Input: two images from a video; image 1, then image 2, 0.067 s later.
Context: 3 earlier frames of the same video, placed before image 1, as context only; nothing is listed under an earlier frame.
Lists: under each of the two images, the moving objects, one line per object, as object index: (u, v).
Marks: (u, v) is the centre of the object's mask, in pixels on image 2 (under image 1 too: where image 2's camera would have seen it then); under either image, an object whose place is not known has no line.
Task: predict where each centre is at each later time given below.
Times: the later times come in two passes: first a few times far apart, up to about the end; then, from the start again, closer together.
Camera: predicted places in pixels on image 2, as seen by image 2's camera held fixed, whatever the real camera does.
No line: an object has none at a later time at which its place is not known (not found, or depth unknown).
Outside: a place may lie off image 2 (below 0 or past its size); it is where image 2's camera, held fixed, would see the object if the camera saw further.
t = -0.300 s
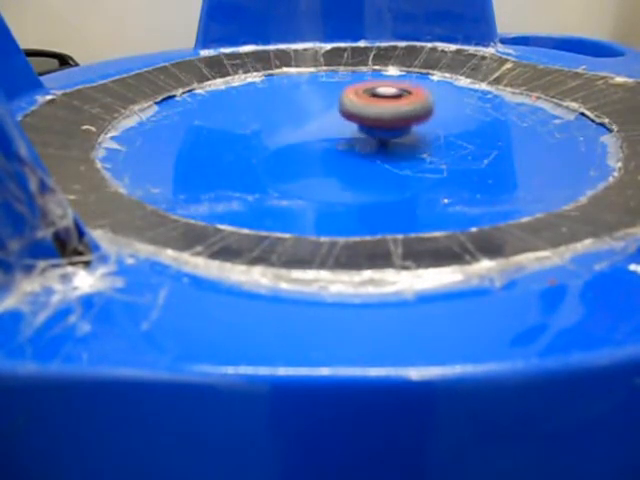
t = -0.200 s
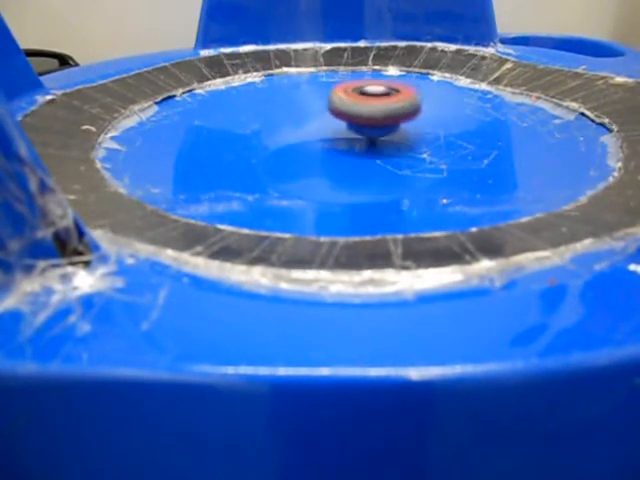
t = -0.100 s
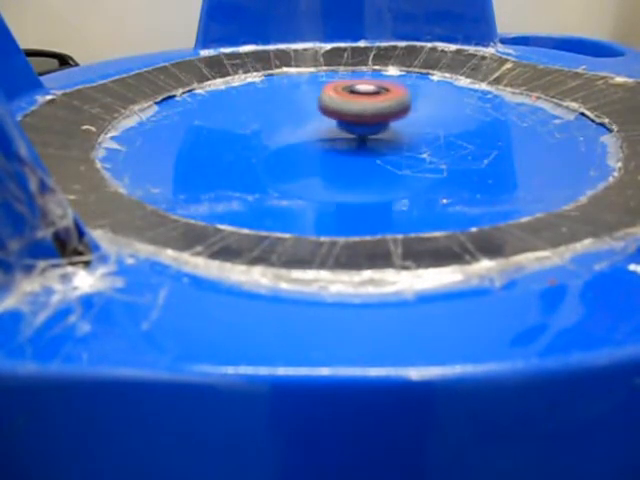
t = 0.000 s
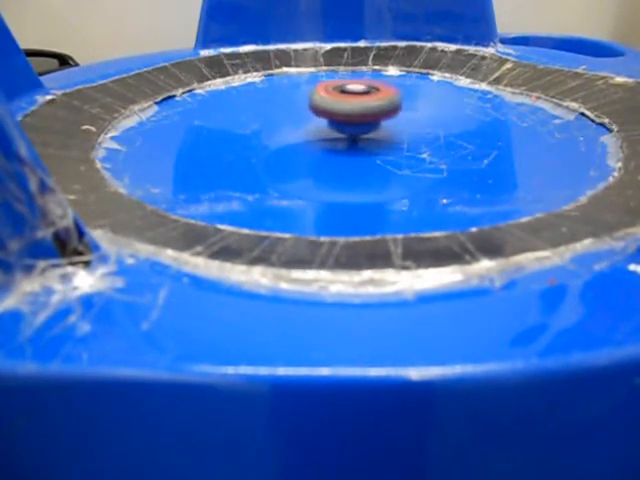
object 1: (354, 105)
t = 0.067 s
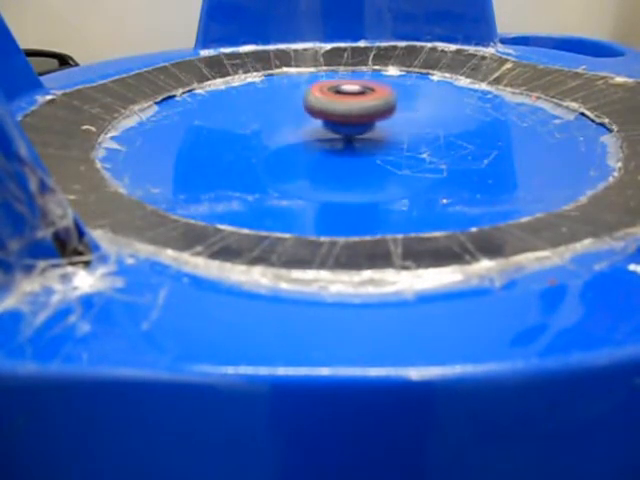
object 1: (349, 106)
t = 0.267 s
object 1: (334, 107)
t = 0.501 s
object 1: (319, 112)
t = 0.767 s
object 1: (315, 119)
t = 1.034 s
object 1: (324, 126)
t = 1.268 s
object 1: (341, 131)
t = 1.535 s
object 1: (370, 134)
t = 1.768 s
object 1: (396, 132)
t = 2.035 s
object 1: (413, 130)
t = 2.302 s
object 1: (439, 128)
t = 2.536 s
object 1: (438, 128)
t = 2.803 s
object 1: (435, 128)
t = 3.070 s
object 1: (434, 128)
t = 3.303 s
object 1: (434, 128)
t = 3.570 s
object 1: (426, 130)
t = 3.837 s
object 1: (416, 131)
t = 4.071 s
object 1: (416, 131)
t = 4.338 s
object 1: (420, 132)
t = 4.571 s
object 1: (432, 133)
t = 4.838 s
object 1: (439, 134)
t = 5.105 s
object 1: (439, 136)
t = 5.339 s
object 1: (435, 135)
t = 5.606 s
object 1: (430, 135)
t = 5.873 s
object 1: (425, 135)
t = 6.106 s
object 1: (417, 137)
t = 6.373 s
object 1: (414, 139)
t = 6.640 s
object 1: (419, 141)
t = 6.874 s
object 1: (426, 144)
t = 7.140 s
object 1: (419, 146)
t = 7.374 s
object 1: (425, 142)
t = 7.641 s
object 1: (431, 140)
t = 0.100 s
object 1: (346, 106)
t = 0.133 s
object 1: (344, 106)
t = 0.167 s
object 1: (342, 106)
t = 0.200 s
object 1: (339, 107)
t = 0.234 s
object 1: (336, 107)
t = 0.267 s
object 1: (334, 107)
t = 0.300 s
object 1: (331, 108)
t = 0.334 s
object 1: (328, 108)
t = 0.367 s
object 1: (325, 109)
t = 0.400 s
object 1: (323, 110)
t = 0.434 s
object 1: (322, 112)
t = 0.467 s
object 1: (321, 112)
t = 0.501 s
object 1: (319, 112)
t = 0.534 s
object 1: (317, 113)
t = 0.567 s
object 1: (316, 113)
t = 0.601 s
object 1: (315, 114)
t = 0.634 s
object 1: (314, 115)
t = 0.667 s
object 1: (314, 116)
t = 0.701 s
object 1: (314, 117)
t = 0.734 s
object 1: (315, 117)
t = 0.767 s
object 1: (315, 119)
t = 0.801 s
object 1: (315, 120)
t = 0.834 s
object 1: (316, 121)
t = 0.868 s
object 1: (316, 122)
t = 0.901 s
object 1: (318, 123)
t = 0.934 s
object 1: (319, 123)
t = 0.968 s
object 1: (321, 124)
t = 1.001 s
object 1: (322, 125)
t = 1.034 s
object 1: (324, 126)
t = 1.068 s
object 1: (326, 127)
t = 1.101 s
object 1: (328, 128)
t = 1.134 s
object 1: (330, 128)
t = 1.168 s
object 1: (333, 129)
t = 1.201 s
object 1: (335, 130)
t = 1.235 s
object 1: (338, 130)
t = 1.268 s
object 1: (341, 131)
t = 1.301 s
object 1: (344, 132)
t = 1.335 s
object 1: (347, 132)
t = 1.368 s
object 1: (350, 132)
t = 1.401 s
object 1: (354, 133)
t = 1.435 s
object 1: (358, 133)
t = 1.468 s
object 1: (361, 133)
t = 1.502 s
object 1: (365, 133)
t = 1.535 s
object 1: (370, 134)
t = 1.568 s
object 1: (374, 133)
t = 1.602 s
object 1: (377, 134)
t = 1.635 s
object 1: (381, 134)
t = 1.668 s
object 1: (385, 133)
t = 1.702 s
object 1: (389, 133)
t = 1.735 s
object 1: (393, 133)
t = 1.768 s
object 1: (396, 132)
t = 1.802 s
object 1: (400, 132)
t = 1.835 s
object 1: (402, 132)
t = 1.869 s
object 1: (404, 131)
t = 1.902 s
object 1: (405, 131)
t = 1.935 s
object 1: (407, 131)
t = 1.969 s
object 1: (408, 131)
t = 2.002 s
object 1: (410, 131)
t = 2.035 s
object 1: (413, 130)
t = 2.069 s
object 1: (417, 129)
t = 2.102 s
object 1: (421, 128)
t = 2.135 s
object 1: (425, 128)
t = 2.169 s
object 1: (428, 128)
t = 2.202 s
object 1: (430, 127)
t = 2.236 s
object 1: (433, 127)
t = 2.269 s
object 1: (436, 128)
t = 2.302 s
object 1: (439, 128)
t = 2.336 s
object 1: (440, 128)
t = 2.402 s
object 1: (439, 129)
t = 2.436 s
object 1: (439, 129)
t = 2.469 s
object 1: (439, 129)
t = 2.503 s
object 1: (439, 129)
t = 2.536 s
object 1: (438, 128)
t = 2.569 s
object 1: (438, 128)
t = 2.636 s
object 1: (438, 128)
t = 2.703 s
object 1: (438, 128)
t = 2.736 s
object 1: (437, 128)
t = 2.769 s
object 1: (436, 128)
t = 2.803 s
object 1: (435, 128)
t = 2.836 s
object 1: (435, 127)
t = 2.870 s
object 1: (435, 127)
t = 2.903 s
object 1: (435, 127)
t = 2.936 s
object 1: (435, 127)
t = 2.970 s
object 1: (435, 127)
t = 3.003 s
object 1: (435, 127)
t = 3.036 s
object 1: (435, 128)
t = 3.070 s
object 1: (434, 128)
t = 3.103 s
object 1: (435, 128)
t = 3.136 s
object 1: (435, 128)
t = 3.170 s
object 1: (435, 128)
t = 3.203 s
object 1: (435, 128)
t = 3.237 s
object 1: (434, 128)
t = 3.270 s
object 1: (434, 128)
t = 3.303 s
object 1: (434, 128)
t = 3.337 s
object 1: (434, 128)
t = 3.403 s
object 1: (434, 128)
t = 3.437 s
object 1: (433, 128)
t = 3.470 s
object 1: (431, 128)
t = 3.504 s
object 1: (430, 129)
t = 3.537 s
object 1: (428, 129)
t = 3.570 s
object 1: (426, 130)
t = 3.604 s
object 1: (424, 130)
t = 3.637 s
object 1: (421, 131)
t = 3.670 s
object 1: (418, 131)
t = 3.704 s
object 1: (416, 131)
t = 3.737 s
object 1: (415, 132)
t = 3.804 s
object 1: (415, 132)
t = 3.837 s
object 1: (416, 131)
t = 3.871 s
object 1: (416, 131)
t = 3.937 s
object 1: (416, 131)
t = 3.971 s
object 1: (416, 131)
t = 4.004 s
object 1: (416, 131)
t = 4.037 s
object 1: (416, 131)
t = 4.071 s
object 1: (416, 131)
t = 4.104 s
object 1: (416, 131)
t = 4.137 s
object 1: (416, 131)
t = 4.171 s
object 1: (416, 131)
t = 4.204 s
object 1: (416, 131)
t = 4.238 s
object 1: (417, 132)
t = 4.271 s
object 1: (417, 132)
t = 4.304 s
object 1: (418, 132)
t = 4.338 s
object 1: (420, 132)
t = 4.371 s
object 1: (422, 132)
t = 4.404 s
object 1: (423, 133)
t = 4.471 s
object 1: (427, 132)
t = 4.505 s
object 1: (428, 132)
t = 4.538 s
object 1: (430, 132)
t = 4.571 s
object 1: (432, 133)
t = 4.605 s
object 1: (433, 133)
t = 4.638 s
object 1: (435, 133)
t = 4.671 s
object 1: (436, 133)
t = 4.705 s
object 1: (437, 133)
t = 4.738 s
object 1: (438, 133)
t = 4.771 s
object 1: (439, 134)
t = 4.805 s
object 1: (439, 134)
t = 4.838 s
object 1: (439, 134)
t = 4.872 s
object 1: (439, 135)
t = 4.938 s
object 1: (439, 135)
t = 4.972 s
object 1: (437, 135)
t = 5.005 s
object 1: (436, 135)
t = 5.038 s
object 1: (437, 136)
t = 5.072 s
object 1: (437, 136)
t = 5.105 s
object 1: (439, 136)
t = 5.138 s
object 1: (439, 136)
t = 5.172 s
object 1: (437, 136)
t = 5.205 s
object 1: (436, 136)
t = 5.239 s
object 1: (435, 135)
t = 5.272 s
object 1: (436, 136)
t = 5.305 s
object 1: (436, 136)
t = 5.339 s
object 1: (435, 135)
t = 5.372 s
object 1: (435, 135)
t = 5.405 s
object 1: (436, 136)
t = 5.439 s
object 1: (435, 135)
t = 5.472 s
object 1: (435, 135)
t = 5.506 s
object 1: (434, 135)
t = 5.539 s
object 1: (433, 135)
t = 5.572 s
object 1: (431, 135)
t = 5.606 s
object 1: (430, 135)
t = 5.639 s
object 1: (428, 135)
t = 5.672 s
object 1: (425, 135)
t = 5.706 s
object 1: (424, 135)
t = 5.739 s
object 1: (423, 135)
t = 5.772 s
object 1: (422, 135)
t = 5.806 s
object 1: (424, 135)
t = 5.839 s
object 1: (426, 135)
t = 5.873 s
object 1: (425, 135)
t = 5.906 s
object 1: (424, 135)
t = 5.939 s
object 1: (422, 135)
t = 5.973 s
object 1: (421, 136)
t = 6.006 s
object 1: (420, 136)
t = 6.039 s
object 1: (419, 136)
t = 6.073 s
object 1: (418, 136)
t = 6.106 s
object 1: (417, 137)
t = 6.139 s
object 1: (416, 137)
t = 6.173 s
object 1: (415, 137)
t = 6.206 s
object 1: (414, 138)
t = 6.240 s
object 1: (414, 138)
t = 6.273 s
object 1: (414, 138)
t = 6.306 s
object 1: (414, 139)
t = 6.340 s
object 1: (414, 139)
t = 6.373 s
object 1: (414, 139)
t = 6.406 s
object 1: (414, 140)
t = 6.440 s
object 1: (414, 140)
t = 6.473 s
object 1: (415, 141)
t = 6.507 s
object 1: (416, 141)
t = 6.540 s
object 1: (416, 141)
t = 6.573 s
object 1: (417, 141)
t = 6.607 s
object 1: (418, 141)
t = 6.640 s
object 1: (419, 141)
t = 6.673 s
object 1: (421, 142)
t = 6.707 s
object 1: (423, 142)
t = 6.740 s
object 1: (425, 142)
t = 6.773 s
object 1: (426, 143)
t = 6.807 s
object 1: (426, 143)
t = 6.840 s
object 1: (426, 144)
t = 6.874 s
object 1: (426, 144)
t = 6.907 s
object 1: (425, 144)
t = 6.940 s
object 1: (424, 145)
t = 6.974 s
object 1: (424, 145)
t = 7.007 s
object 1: (423, 146)
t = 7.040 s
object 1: (422, 146)
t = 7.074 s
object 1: (421, 146)
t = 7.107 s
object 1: (420, 146)
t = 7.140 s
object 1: (419, 146)
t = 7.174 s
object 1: (418, 145)
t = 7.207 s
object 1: (418, 145)
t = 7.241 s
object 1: (419, 144)
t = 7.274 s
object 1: (420, 143)
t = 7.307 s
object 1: (422, 143)
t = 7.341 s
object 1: (424, 142)
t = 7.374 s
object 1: (425, 142)
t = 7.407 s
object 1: (427, 141)
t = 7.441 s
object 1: (428, 141)
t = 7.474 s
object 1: (429, 141)
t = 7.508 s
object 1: (430, 141)
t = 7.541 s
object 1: (430, 140)
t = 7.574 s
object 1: (430, 140)
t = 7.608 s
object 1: (431, 140)
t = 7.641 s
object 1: (431, 140)
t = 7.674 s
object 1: (431, 140)
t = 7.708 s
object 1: (431, 140)
